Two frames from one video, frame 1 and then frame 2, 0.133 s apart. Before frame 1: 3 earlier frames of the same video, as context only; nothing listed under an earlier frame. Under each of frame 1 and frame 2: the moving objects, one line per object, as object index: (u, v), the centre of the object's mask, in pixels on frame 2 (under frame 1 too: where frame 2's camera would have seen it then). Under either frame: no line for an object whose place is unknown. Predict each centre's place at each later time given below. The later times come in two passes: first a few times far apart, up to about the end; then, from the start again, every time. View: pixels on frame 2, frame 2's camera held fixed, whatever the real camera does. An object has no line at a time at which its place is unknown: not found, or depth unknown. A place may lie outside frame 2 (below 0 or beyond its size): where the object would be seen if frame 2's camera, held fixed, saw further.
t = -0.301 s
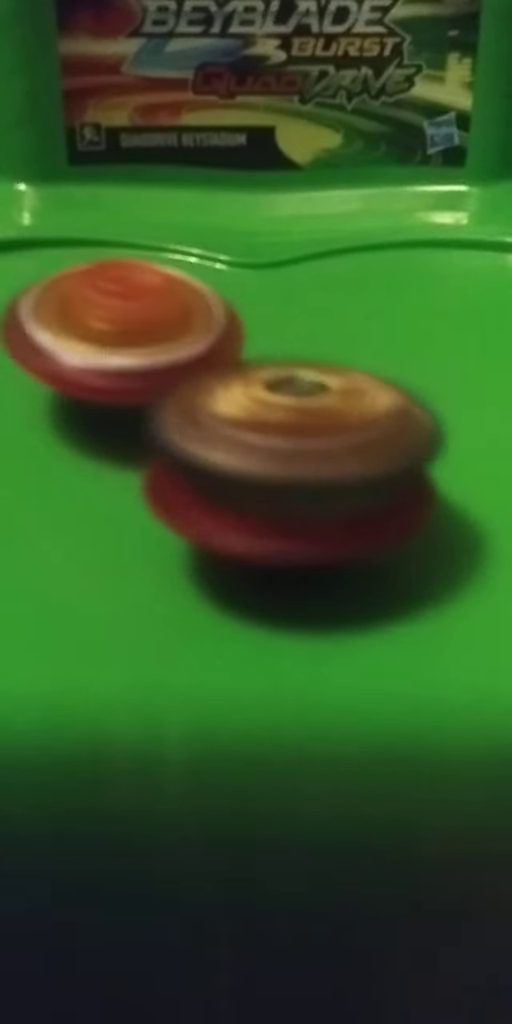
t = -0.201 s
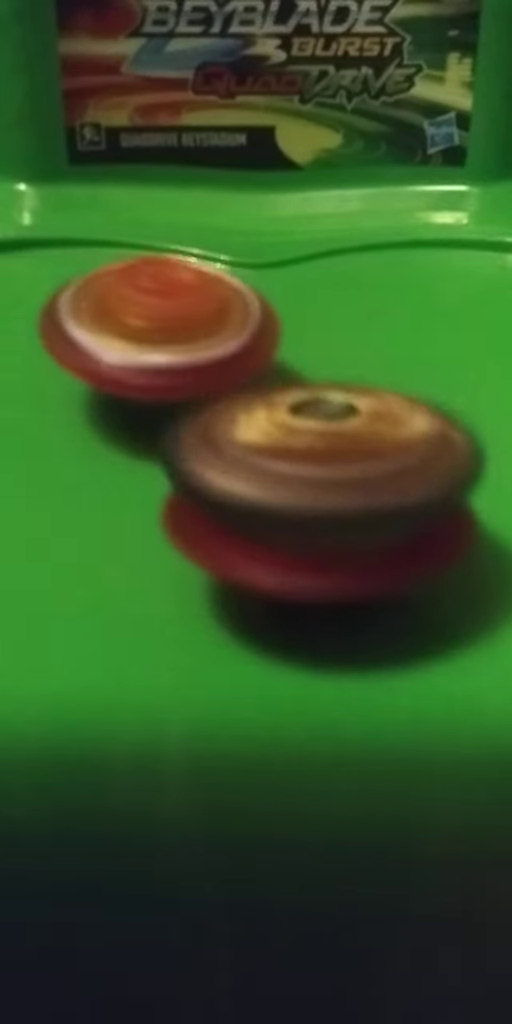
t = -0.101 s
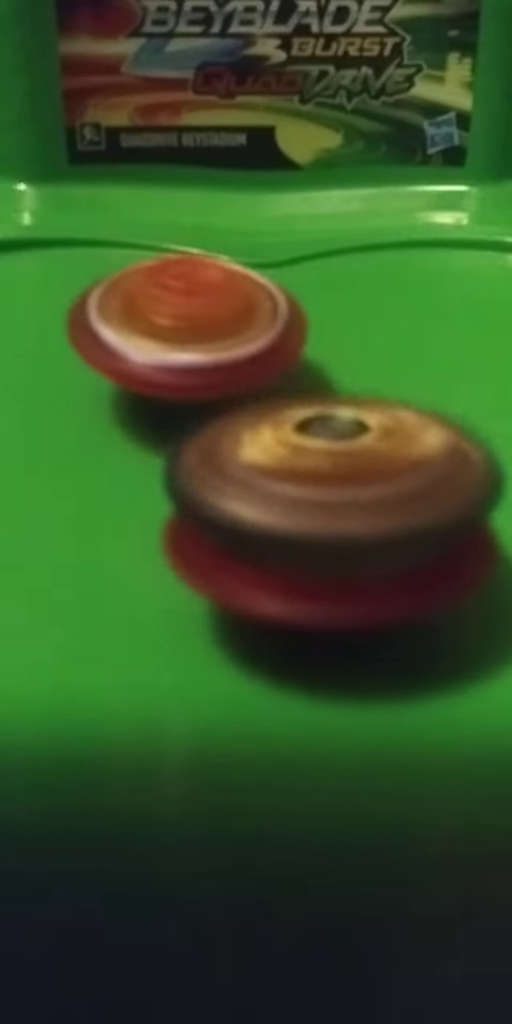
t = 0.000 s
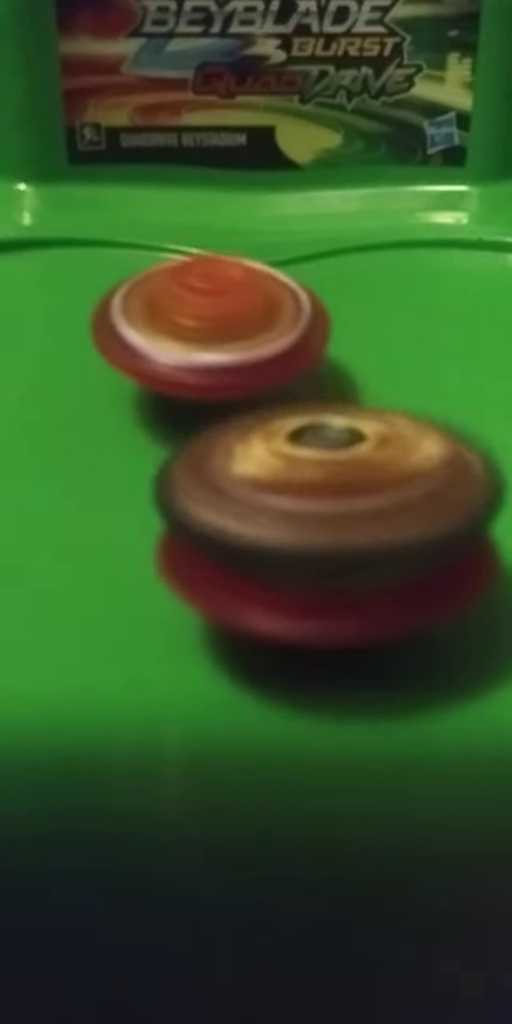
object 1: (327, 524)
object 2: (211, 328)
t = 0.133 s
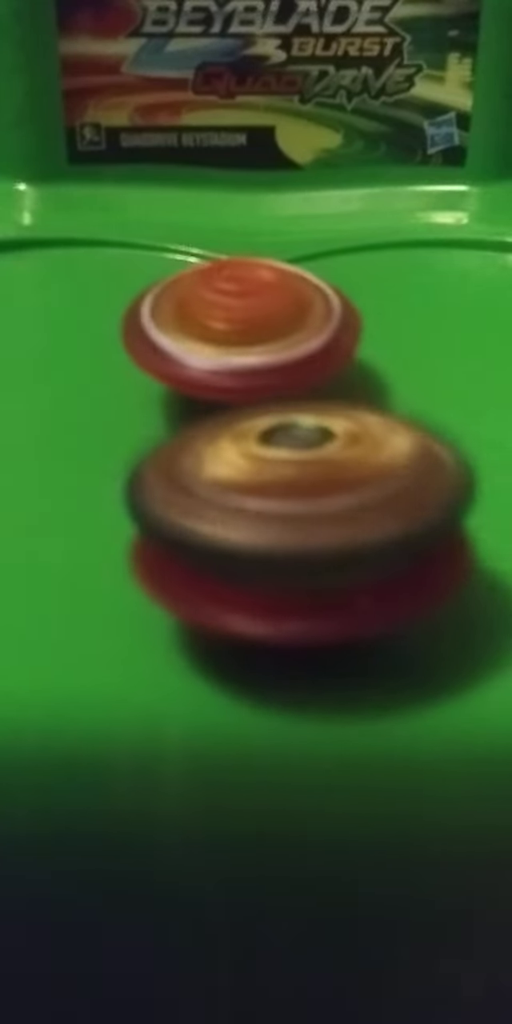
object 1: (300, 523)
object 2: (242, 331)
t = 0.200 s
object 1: (280, 513)
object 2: (256, 330)
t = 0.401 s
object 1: (231, 464)
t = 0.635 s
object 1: (242, 380)
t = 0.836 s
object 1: (236, 355)
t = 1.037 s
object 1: (193, 360)
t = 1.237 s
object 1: (193, 355)
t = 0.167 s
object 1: (290, 518)
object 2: (249, 330)
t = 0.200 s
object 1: (280, 513)
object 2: (256, 330)
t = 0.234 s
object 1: (269, 505)
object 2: (262, 329)
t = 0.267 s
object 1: (258, 496)
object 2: (269, 329)
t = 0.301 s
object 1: (250, 488)
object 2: (276, 328)
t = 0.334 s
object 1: (242, 478)
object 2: (285, 326)
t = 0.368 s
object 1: (237, 476)
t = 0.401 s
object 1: (231, 464)
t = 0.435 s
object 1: (222, 454)
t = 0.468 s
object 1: (219, 442)
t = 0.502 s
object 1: (223, 431)
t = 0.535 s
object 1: (229, 416)
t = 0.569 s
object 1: (236, 403)
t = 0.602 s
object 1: (244, 389)
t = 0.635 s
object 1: (242, 380)
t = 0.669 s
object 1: (236, 378)
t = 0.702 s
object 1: (234, 375)
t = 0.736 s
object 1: (234, 369)
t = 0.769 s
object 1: (236, 363)
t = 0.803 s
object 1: (239, 358)
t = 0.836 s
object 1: (236, 355)
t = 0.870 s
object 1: (227, 356)
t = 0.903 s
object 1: (221, 357)
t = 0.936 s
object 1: (216, 359)
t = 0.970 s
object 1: (208, 359)
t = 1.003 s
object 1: (199, 361)
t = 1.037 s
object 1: (193, 360)
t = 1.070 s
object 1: (190, 359)
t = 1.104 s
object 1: (188, 358)
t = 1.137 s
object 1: (187, 356)
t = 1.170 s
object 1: (189, 355)
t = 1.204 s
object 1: (192, 355)
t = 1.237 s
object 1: (193, 355)
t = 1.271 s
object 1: (193, 359)
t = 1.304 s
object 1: (193, 363)
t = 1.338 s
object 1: (192, 368)
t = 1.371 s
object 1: (190, 373)
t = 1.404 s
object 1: (187, 379)
